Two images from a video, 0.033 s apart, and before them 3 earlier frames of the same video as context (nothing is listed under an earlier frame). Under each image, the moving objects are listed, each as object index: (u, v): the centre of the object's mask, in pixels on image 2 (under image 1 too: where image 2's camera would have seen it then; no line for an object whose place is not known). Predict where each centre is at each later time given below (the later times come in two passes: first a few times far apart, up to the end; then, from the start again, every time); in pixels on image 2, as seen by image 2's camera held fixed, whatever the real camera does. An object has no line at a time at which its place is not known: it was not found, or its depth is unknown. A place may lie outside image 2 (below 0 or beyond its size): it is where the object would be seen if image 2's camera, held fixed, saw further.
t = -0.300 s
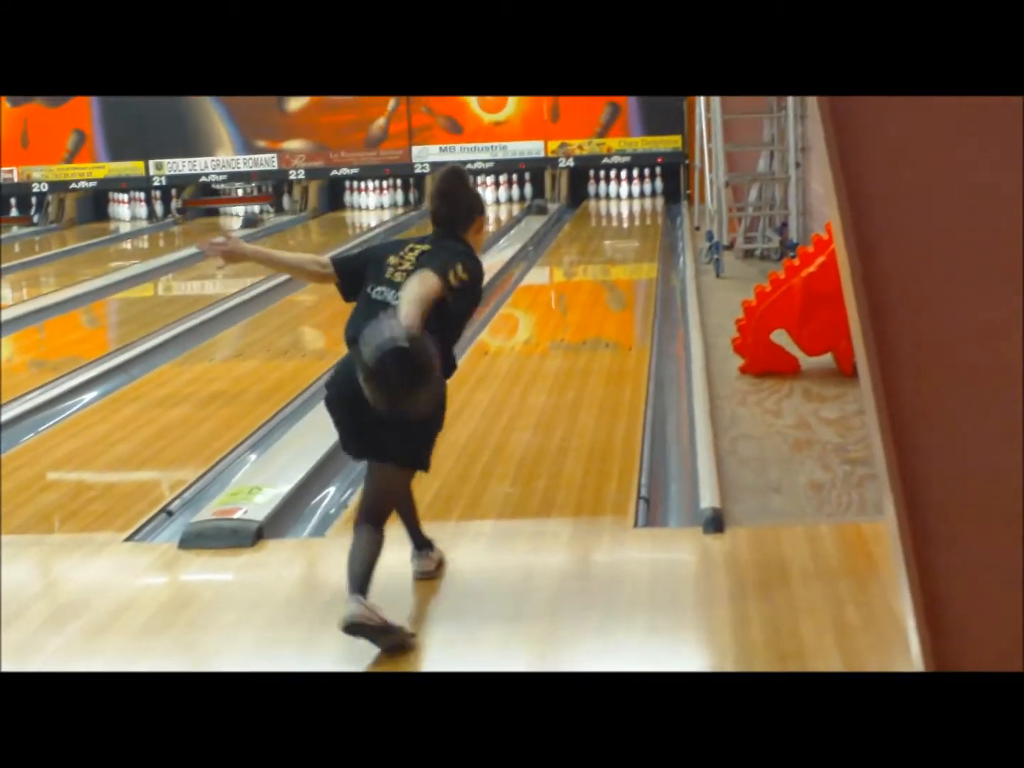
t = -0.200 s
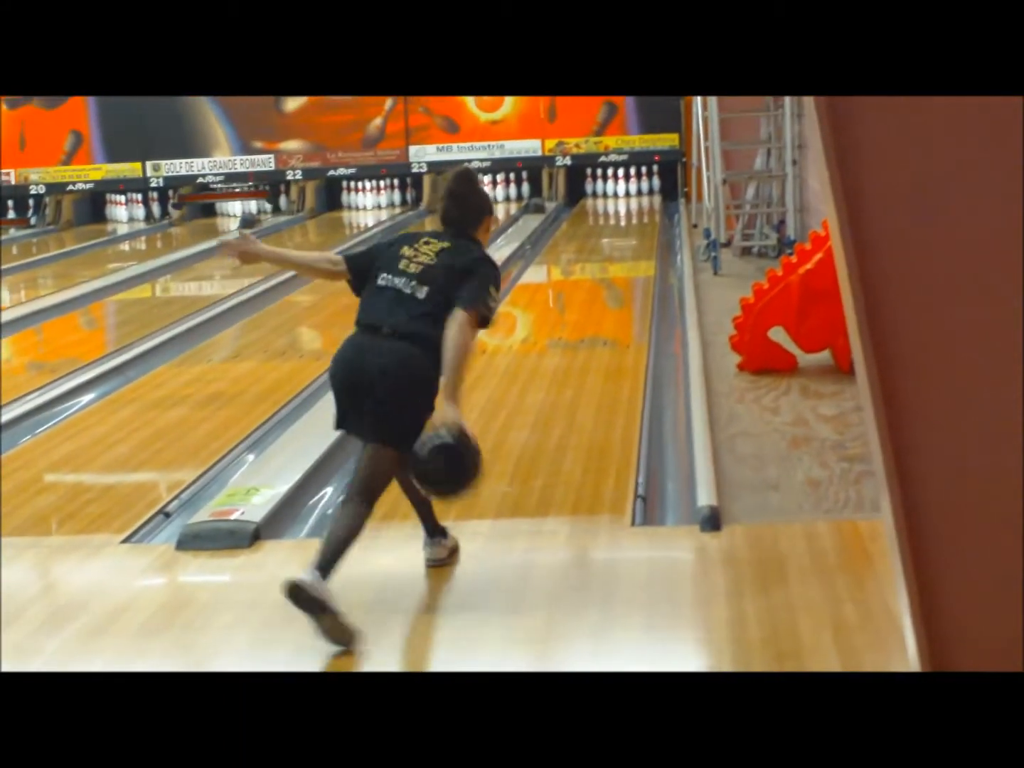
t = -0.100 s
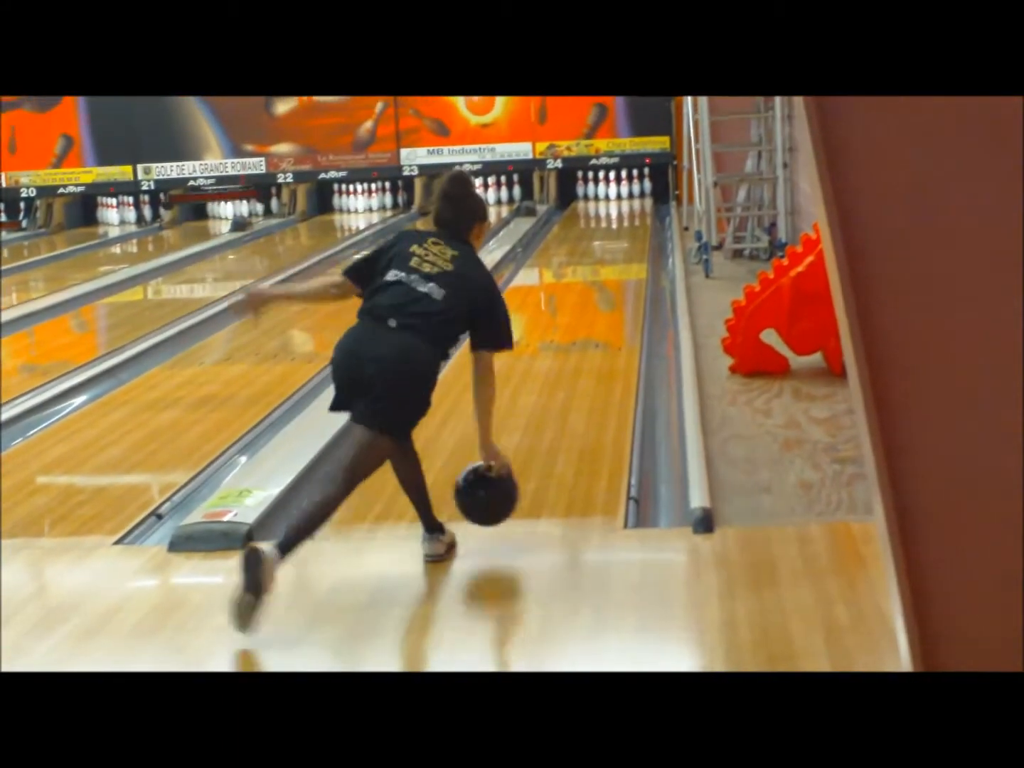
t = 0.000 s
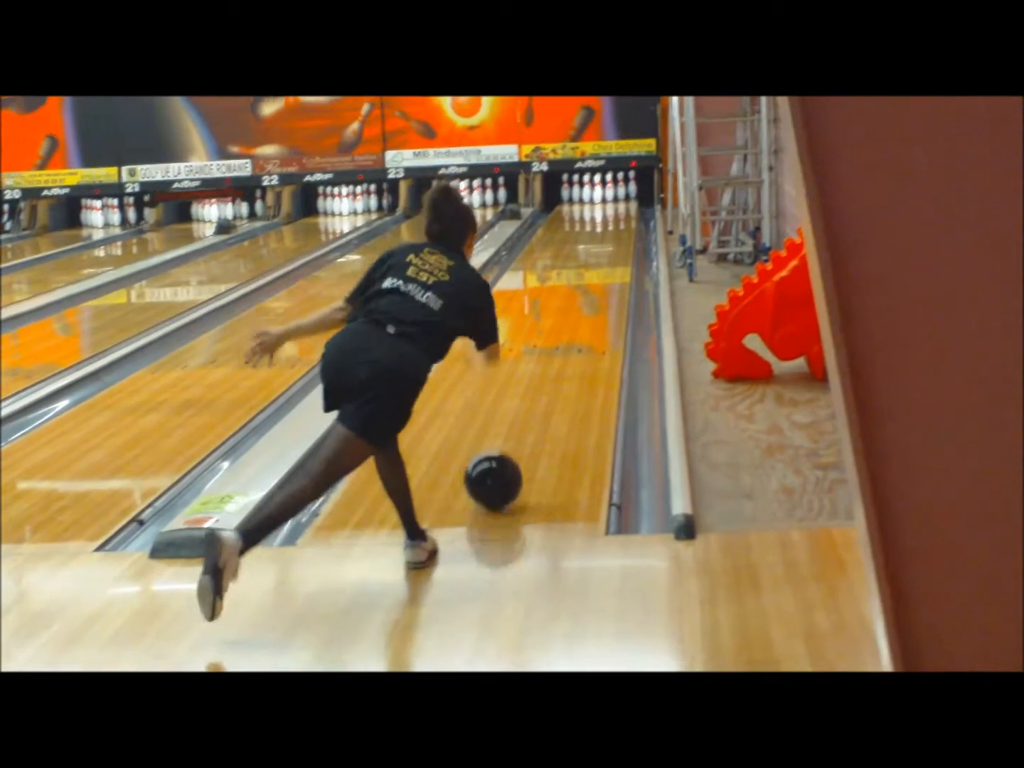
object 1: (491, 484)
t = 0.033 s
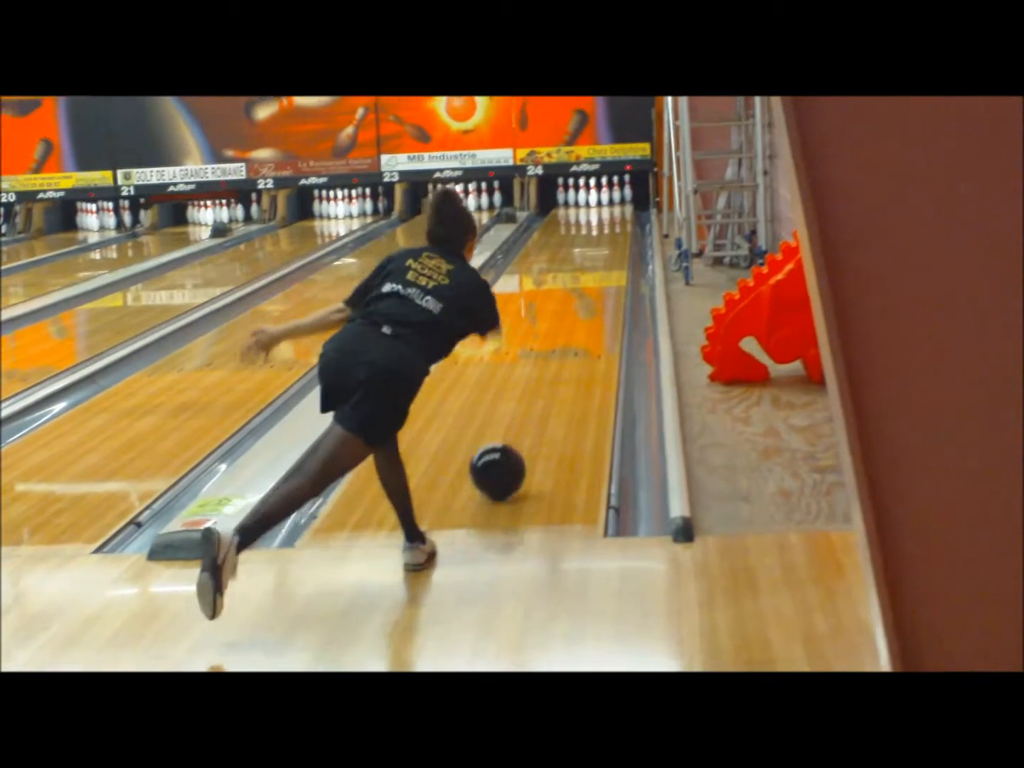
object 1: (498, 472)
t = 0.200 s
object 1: (523, 420)
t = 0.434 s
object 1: (549, 368)
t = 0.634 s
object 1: (565, 334)
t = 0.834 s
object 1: (578, 308)
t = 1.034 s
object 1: (588, 288)
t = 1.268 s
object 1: (596, 268)
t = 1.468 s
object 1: (601, 255)
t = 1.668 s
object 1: (606, 243)
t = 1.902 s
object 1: (610, 231)
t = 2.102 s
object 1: (611, 222)
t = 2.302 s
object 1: (611, 216)
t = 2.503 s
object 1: (607, 209)
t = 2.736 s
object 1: (604, 203)
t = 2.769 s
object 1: (604, 202)
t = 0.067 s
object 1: (503, 461)
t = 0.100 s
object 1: (508, 450)
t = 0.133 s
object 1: (514, 439)
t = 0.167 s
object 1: (519, 429)
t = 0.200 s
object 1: (523, 420)
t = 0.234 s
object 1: (528, 412)
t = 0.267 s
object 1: (531, 404)
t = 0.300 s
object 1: (535, 396)
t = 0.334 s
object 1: (539, 388)
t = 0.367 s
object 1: (542, 381)
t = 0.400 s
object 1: (546, 374)
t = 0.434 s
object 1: (549, 368)
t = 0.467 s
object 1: (552, 362)
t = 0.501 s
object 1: (555, 355)
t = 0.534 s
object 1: (558, 350)
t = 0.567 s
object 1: (561, 345)
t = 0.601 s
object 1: (563, 339)
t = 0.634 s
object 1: (565, 334)
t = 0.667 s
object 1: (568, 329)
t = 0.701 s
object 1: (570, 325)
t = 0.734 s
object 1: (572, 320)
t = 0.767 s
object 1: (574, 316)
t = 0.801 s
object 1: (576, 312)
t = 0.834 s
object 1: (578, 308)
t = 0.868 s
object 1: (580, 304)
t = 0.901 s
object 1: (581, 301)
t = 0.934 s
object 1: (583, 297)
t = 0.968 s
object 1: (585, 294)
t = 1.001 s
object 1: (586, 291)
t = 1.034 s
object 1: (588, 288)
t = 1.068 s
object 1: (589, 285)
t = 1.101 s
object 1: (590, 282)
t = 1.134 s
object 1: (591, 279)
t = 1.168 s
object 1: (593, 276)
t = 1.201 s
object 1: (594, 273)
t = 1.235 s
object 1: (595, 271)
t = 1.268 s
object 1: (596, 268)
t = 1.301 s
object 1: (597, 266)
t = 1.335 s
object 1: (598, 263)
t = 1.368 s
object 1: (599, 261)
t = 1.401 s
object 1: (600, 259)
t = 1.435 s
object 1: (600, 257)
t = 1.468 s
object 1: (601, 255)
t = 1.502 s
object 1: (603, 252)
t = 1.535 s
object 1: (603, 250)
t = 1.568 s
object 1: (604, 248)
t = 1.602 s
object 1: (604, 246)
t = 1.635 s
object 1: (605, 245)
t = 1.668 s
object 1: (606, 243)
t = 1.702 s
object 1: (607, 241)
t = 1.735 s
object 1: (607, 239)
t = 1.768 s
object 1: (607, 237)
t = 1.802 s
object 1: (608, 236)
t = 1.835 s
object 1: (609, 234)
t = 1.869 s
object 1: (609, 233)
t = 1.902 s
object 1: (610, 231)
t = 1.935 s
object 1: (610, 230)
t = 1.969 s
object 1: (610, 229)
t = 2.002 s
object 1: (610, 227)
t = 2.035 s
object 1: (610, 225)
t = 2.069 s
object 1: (610, 224)
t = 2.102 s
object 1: (611, 222)
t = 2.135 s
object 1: (611, 221)
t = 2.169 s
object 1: (611, 220)
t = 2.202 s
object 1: (611, 218)
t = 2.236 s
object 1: (611, 217)
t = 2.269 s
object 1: (611, 217)
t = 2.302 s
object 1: (611, 216)
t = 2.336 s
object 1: (610, 215)
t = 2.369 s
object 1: (610, 214)
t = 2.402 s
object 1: (609, 212)
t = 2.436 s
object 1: (609, 212)
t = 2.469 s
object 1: (608, 210)
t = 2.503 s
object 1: (607, 209)
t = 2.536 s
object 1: (607, 209)
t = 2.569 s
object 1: (607, 208)
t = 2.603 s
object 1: (607, 207)
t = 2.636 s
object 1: (605, 206)
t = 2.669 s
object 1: (605, 205)
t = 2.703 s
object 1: (605, 205)
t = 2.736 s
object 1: (604, 203)
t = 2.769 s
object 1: (604, 202)
